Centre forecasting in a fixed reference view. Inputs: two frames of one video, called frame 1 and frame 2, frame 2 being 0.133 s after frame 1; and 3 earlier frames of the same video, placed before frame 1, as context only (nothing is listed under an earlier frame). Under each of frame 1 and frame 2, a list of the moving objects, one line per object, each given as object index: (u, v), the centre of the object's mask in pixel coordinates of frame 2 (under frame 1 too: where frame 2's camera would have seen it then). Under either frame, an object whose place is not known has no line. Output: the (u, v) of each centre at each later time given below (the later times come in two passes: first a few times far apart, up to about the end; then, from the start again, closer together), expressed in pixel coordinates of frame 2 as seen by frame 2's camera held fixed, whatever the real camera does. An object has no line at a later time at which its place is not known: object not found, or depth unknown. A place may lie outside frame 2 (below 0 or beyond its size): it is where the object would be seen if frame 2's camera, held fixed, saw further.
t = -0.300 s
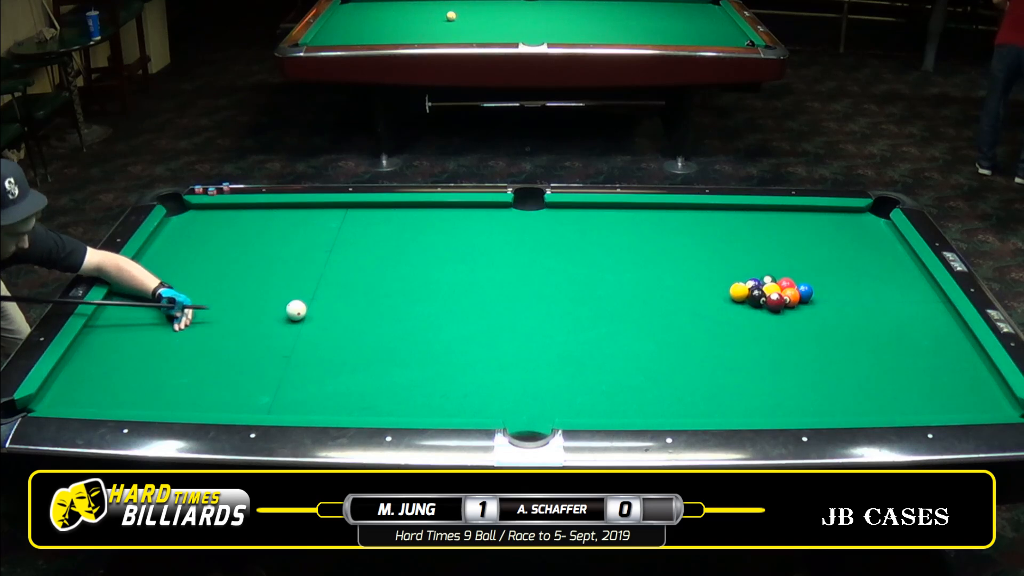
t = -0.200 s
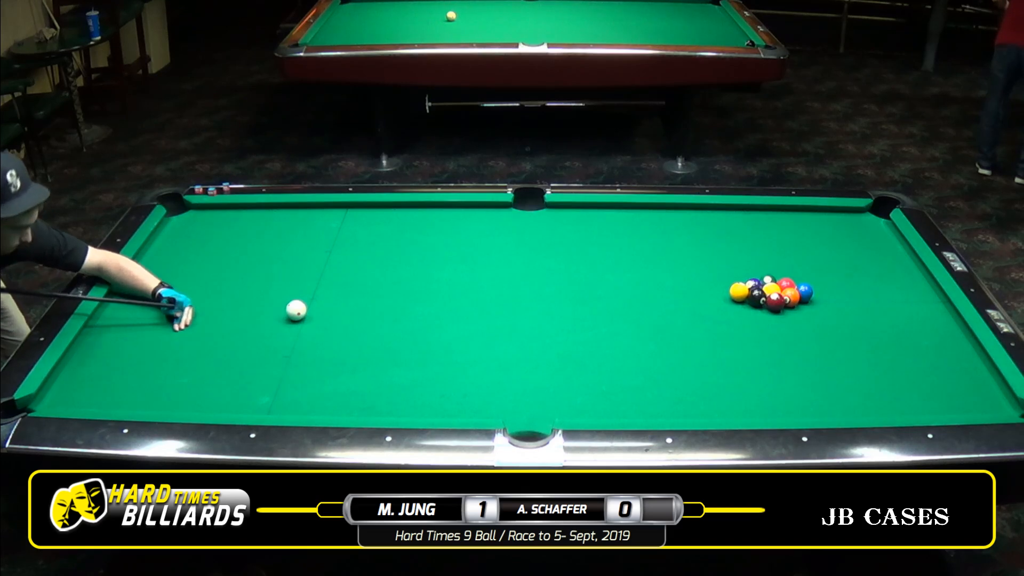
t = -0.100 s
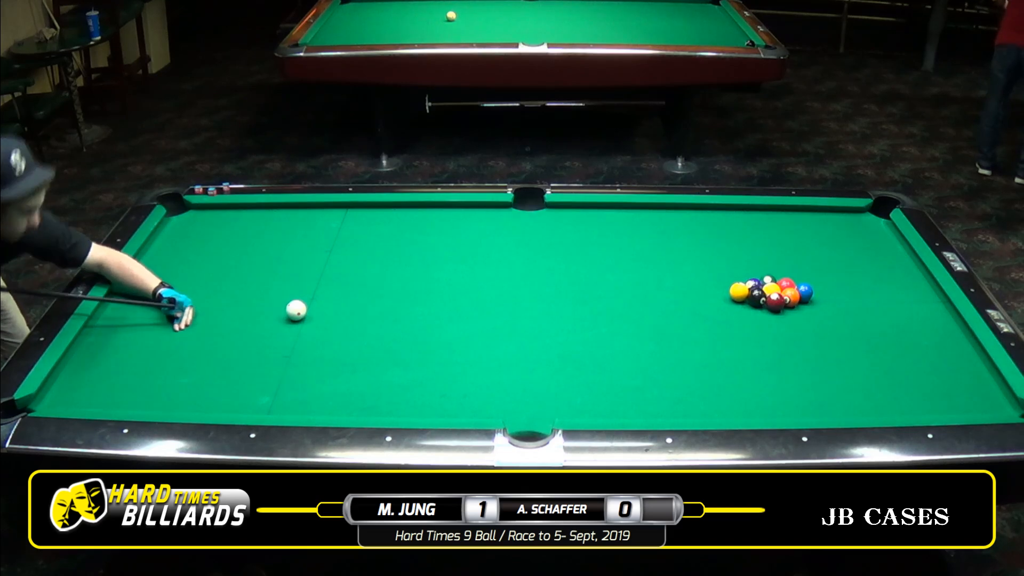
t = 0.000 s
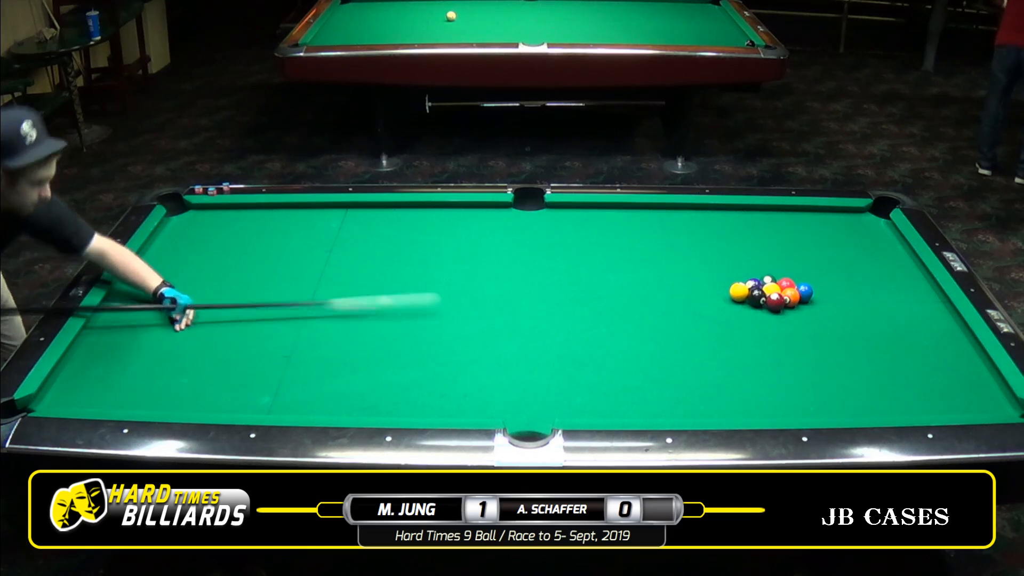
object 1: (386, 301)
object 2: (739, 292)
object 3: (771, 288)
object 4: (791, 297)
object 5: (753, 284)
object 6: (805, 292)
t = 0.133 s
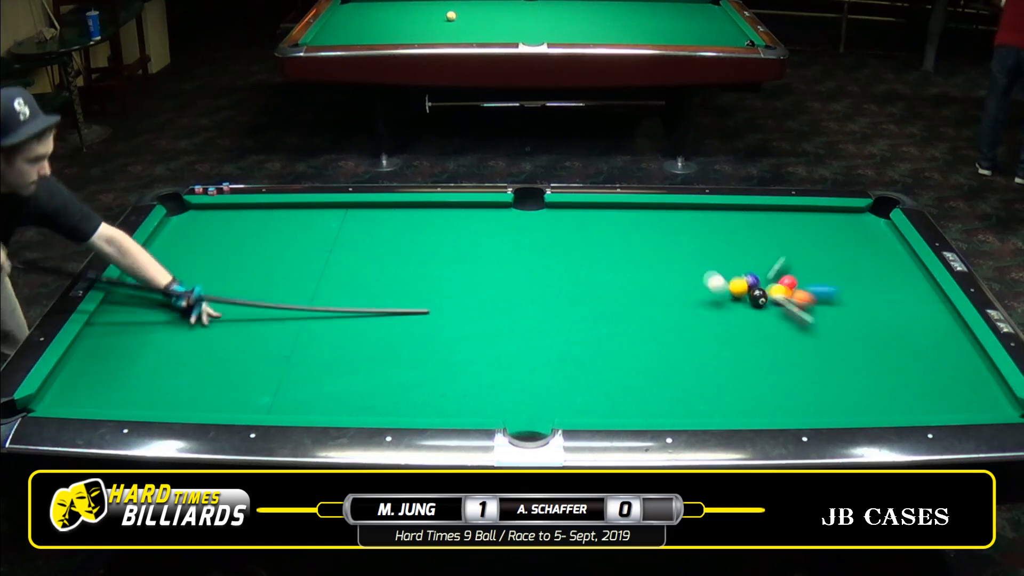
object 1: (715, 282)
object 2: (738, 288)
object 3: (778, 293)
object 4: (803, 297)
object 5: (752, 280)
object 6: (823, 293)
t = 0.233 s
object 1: (684, 267)
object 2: (730, 282)
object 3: (804, 299)
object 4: (848, 310)
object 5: (739, 266)
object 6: (899, 297)
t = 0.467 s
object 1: (597, 323)
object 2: (698, 268)
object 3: (858, 310)
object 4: (937, 331)
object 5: (715, 238)
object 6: (884, 302)
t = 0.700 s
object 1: (533, 358)
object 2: (667, 254)
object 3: (907, 323)
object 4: (907, 307)
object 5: (693, 212)
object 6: (803, 306)
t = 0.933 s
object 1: (512, 384)
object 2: (638, 242)
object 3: (911, 363)
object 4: (860, 286)
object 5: (683, 221)
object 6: (719, 311)
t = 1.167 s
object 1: (566, 403)
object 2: (611, 230)
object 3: (909, 408)
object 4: (815, 266)
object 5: (675, 236)
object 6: (632, 315)
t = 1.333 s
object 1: (632, 410)
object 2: (593, 223)
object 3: (887, 391)
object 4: (786, 253)
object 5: (668, 248)
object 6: (570, 318)
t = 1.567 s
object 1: (727, 406)
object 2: (571, 213)
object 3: (860, 365)
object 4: (747, 236)
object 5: (659, 266)
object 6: (483, 321)
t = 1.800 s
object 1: (815, 398)
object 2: (552, 208)
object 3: (835, 341)
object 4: (711, 220)
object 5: (649, 283)
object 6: (398, 327)
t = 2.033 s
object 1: (894, 389)
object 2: (541, 213)
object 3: (812, 319)
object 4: (678, 206)
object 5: (639, 301)
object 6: (313, 331)
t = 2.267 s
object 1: (965, 380)
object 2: (531, 218)
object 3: (791, 300)
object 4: (661, 214)
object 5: (630, 320)
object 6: (233, 334)
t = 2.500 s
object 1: (965, 367)
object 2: (521, 222)
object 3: (783, 283)
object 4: (644, 222)
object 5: (619, 339)
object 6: (155, 338)
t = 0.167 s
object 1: (705, 274)
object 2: (736, 285)
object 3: (789, 296)
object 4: (817, 301)
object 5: (748, 276)
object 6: (849, 294)
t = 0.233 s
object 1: (684, 267)
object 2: (730, 282)
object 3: (804, 299)
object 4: (848, 310)
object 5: (739, 266)
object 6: (899, 297)
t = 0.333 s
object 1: (648, 281)
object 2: (717, 276)
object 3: (827, 304)
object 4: (887, 321)
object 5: (728, 254)
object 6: (930, 300)
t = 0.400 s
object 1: (621, 309)
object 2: (708, 272)
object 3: (843, 307)
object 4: (912, 328)
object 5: (721, 245)
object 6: (906, 301)
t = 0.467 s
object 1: (597, 323)
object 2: (698, 268)
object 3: (858, 310)
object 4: (937, 331)
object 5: (715, 238)
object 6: (884, 302)
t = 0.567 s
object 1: (568, 333)
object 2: (684, 262)
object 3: (881, 315)
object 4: (947, 318)
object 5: (705, 226)
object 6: (849, 303)
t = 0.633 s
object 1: (549, 349)
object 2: (675, 258)
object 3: (895, 318)
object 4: (924, 313)
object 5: (699, 219)
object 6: (827, 304)
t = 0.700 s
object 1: (533, 358)
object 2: (667, 254)
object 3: (907, 323)
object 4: (907, 307)
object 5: (693, 212)
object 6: (803, 306)
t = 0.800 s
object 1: (517, 370)
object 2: (654, 249)
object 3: (912, 337)
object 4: (887, 299)
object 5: (688, 212)
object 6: (768, 307)
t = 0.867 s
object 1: (511, 378)
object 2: (646, 245)
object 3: (911, 350)
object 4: (873, 292)
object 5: (685, 216)
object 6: (743, 309)
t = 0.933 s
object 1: (512, 384)
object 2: (638, 242)
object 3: (911, 363)
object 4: (860, 286)
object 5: (683, 221)
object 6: (719, 311)
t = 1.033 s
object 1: (525, 393)
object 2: (626, 237)
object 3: (910, 383)
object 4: (840, 277)
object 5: (680, 227)
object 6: (682, 312)
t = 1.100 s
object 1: (543, 398)
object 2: (618, 233)
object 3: (910, 398)
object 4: (828, 271)
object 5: (677, 232)
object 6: (657, 314)
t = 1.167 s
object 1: (566, 403)
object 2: (611, 230)
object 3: (909, 408)
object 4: (815, 266)
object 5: (675, 236)
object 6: (632, 315)
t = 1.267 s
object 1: (606, 408)
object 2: (600, 226)
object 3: (896, 399)
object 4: (797, 258)
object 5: (671, 244)
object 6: (596, 317)
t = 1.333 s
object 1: (632, 410)
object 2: (593, 223)
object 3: (887, 391)
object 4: (786, 253)
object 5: (668, 248)
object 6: (570, 318)
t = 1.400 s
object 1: (661, 410)
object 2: (587, 220)
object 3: (879, 383)
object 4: (774, 247)
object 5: (666, 253)
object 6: (545, 318)
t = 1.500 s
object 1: (701, 407)
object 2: (577, 215)
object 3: (868, 371)
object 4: (758, 240)
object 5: (662, 260)
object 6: (508, 321)
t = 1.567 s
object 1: (727, 406)
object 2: (571, 213)
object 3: (860, 365)
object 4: (747, 236)
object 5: (659, 266)
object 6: (483, 321)
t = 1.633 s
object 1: (753, 404)
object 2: (564, 210)
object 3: (853, 357)
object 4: (737, 231)
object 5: (657, 270)
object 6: (460, 323)
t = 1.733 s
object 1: (790, 400)
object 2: (556, 207)
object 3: (842, 347)
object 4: (721, 224)
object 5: (652, 278)
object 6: (422, 325)
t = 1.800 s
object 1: (815, 398)
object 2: (552, 208)
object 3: (835, 341)
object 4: (711, 220)
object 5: (649, 283)
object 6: (398, 327)
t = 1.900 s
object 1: (850, 394)
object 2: (547, 210)
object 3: (825, 331)
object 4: (697, 214)
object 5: (645, 291)
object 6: (362, 328)
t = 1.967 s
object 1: (872, 391)
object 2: (544, 211)
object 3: (818, 325)
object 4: (688, 210)
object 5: (642, 296)
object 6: (338, 330)
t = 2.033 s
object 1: (894, 389)
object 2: (541, 213)
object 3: (812, 319)
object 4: (678, 206)
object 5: (639, 301)
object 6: (313, 331)
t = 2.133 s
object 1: (926, 385)
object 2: (536, 215)
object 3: (803, 311)
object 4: (670, 209)
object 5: (635, 309)
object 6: (278, 332)
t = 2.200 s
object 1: (946, 382)
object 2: (533, 216)
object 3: (797, 305)
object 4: (666, 211)
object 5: (632, 314)
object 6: (255, 333)
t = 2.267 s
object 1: (965, 380)
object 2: (531, 218)
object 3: (791, 300)
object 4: (661, 214)
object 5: (630, 320)
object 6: (233, 334)
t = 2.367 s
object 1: (993, 377)
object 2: (526, 220)
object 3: (787, 292)
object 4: (654, 217)
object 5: (625, 328)
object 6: (200, 336)
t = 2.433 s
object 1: (980, 372)
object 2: (524, 221)
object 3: (785, 288)
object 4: (649, 220)
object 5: (622, 334)
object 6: (177, 338)
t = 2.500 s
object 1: (965, 367)
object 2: (521, 222)
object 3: (783, 283)
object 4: (644, 222)
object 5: (619, 339)
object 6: (155, 338)
